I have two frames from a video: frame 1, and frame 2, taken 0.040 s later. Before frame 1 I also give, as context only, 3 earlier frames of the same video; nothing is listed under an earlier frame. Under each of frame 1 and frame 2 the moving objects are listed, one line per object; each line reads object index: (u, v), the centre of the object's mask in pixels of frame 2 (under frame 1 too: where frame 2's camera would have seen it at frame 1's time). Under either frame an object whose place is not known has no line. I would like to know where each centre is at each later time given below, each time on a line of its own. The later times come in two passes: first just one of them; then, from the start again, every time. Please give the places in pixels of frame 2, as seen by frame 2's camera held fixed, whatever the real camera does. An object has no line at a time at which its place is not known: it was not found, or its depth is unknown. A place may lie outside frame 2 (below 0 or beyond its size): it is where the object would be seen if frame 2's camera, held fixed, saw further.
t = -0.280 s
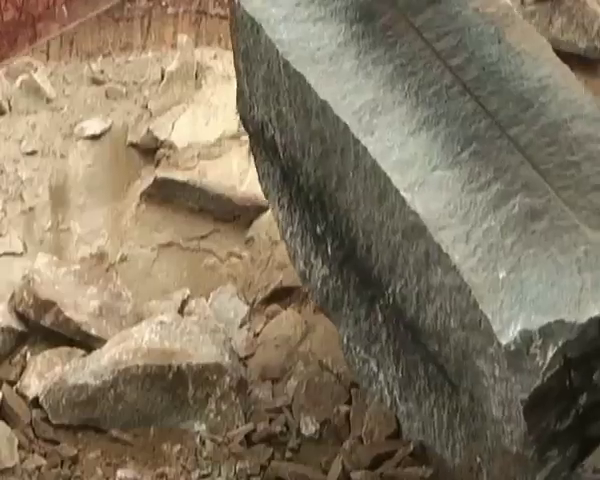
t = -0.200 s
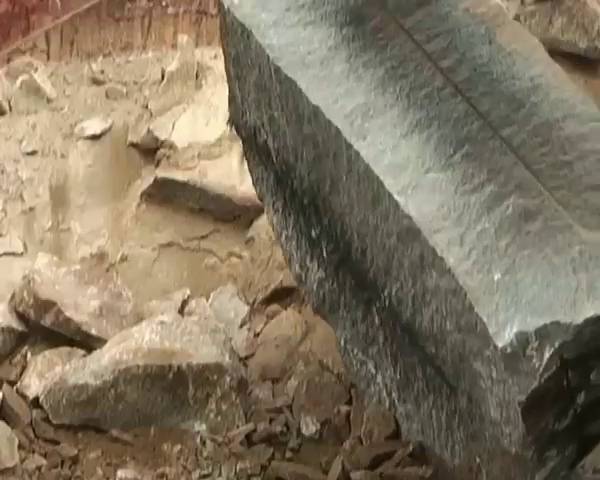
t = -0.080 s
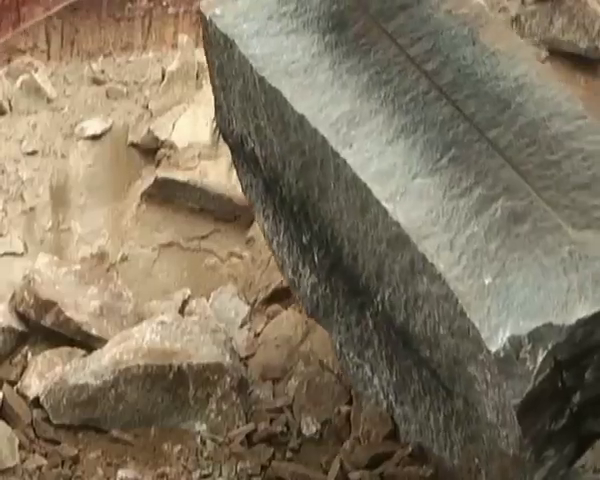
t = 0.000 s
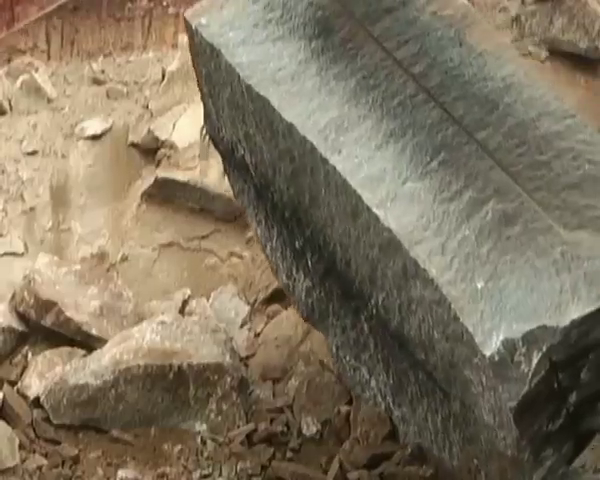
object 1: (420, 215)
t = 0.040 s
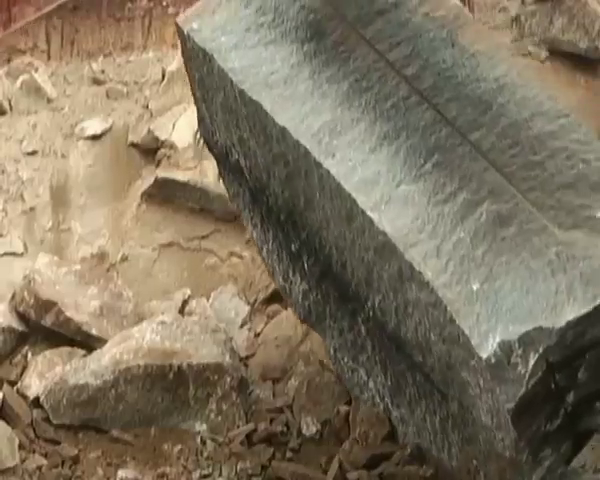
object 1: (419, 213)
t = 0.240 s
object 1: (393, 219)
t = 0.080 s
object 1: (413, 216)
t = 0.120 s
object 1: (408, 217)
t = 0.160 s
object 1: (404, 217)
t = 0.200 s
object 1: (399, 218)
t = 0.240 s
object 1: (393, 219)
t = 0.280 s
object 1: (388, 220)
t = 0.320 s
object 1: (382, 221)
